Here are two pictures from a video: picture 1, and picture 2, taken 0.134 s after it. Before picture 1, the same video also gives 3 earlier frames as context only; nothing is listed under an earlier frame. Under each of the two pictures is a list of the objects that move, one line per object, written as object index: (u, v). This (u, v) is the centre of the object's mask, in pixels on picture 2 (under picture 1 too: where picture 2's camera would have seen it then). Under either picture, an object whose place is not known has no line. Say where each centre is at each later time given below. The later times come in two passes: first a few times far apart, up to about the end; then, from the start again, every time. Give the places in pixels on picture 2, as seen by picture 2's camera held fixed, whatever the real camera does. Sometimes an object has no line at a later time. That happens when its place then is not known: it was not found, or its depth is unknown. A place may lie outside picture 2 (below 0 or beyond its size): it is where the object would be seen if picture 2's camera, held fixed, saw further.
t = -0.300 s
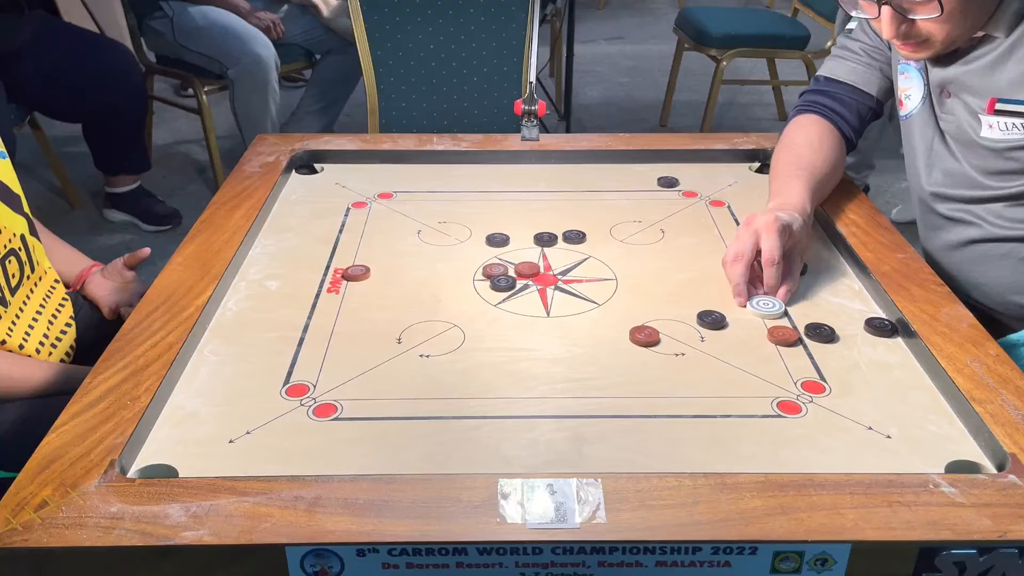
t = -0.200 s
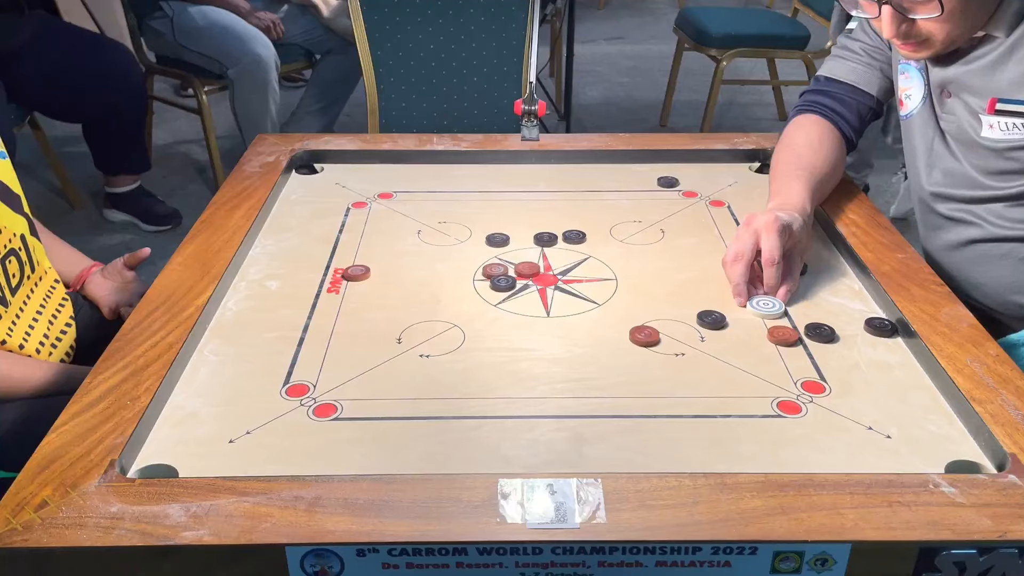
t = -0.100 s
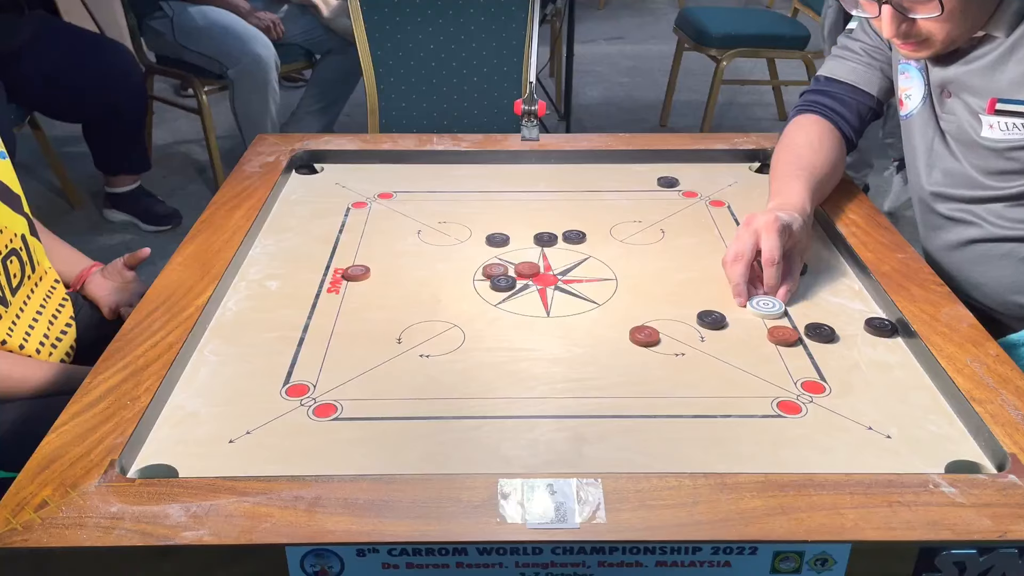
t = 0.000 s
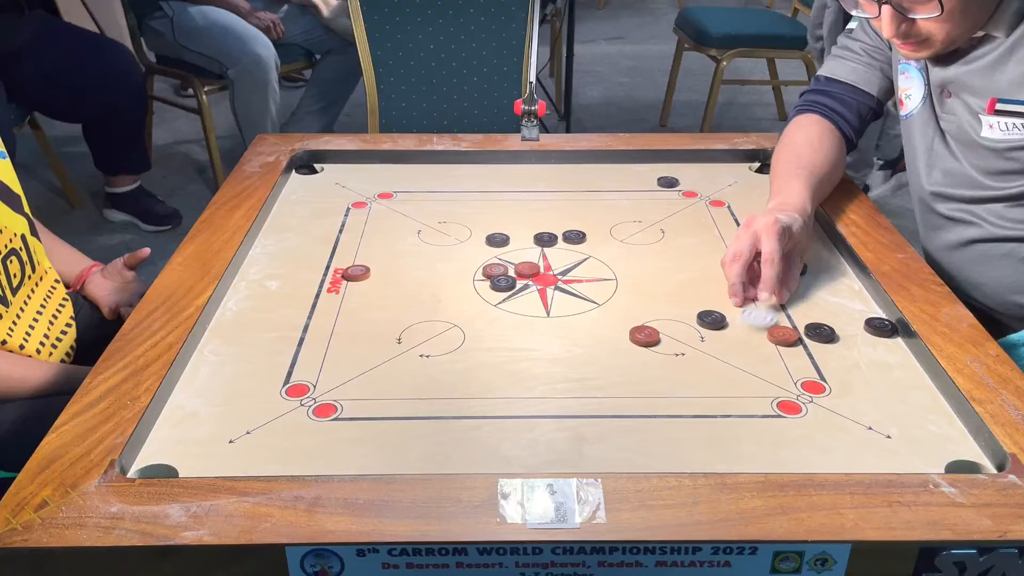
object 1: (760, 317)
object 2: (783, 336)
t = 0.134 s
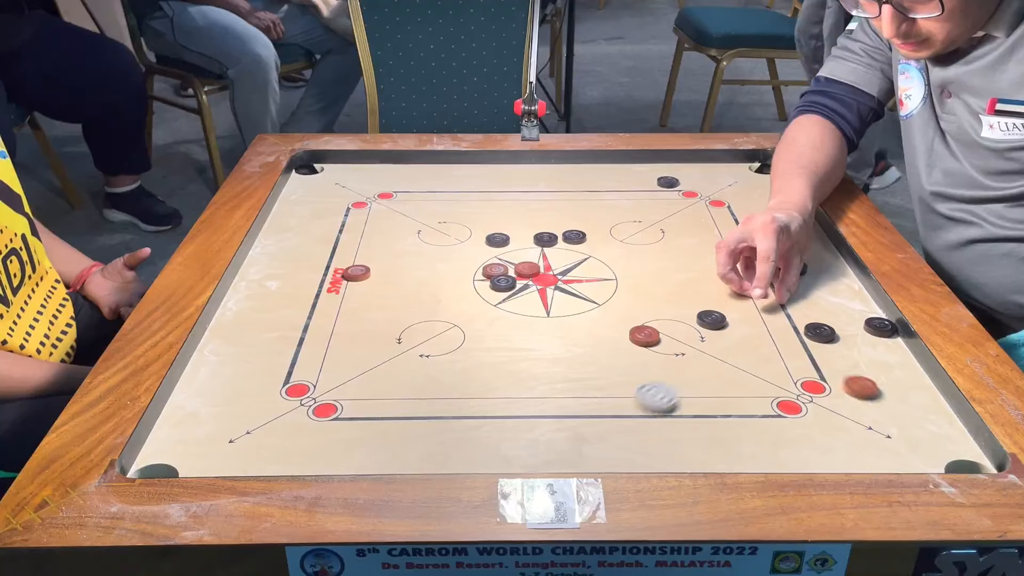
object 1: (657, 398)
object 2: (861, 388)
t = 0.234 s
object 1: (562, 462)
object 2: (922, 429)
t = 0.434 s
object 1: (414, 370)
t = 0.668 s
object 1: (306, 290)
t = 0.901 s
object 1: (297, 240)
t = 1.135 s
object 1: (364, 212)
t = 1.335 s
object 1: (399, 196)
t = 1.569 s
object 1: (421, 186)
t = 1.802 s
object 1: (427, 183)
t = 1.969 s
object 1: (427, 183)
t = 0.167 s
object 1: (628, 420)
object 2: (882, 401)
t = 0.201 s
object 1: (596, 445)
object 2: (903, 416)
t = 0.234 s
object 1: (562, 462)
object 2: (922, 429)
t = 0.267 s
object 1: (532, 455)
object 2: (943, 443)
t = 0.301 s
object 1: (504, 437)
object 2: (964, 456)
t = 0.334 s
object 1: (480, 417)
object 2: (974, 466)
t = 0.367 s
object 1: (456, 401)
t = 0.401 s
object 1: (434, 384)
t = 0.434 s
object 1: (414, 370)
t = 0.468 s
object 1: (395, 355)
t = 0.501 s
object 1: (378, 343)
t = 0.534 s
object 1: (362, 331)
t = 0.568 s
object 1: (347, 320)
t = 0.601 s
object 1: (332, 309)
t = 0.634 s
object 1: (318, 300)
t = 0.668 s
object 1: (306, 290)
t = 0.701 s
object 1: (294, 282)
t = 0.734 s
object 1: (283, 273)
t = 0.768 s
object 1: (272, 265)
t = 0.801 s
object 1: (263, 258)
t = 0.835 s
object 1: (271, 252)
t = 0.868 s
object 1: (284, 246)
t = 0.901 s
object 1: (297, 240)
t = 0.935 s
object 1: (308, 235)
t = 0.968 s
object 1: (319, 230)
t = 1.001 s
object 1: (329, 226)
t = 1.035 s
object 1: (338, 222)
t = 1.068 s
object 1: (346, 219)
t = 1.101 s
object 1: (356, 215)
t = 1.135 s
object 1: (364, 212)
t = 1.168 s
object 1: (371, 208)
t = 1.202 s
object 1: (377, 205)
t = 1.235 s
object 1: (383, 202)
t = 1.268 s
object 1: (389, 200)
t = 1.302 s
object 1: (394, 198)
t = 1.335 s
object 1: (399, 196)
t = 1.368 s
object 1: (404, 194)
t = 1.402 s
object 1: (407, 192)
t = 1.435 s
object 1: (411, 191)
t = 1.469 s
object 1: (414, 189)
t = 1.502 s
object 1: (417, 188)
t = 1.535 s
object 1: (419, 187)
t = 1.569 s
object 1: (421, 186)
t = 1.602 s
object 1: (423, 186)
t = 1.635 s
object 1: (424, 185)
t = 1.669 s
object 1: (425, 184)
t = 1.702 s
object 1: (426, 184)
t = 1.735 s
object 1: (427, 183)
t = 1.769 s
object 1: (427, 183)
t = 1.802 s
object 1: (427, 183)
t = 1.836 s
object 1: (427, 183)
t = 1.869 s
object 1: (427, 183)
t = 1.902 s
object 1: (427, 183)
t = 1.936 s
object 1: (427, 183)
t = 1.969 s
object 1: (427, 183)
